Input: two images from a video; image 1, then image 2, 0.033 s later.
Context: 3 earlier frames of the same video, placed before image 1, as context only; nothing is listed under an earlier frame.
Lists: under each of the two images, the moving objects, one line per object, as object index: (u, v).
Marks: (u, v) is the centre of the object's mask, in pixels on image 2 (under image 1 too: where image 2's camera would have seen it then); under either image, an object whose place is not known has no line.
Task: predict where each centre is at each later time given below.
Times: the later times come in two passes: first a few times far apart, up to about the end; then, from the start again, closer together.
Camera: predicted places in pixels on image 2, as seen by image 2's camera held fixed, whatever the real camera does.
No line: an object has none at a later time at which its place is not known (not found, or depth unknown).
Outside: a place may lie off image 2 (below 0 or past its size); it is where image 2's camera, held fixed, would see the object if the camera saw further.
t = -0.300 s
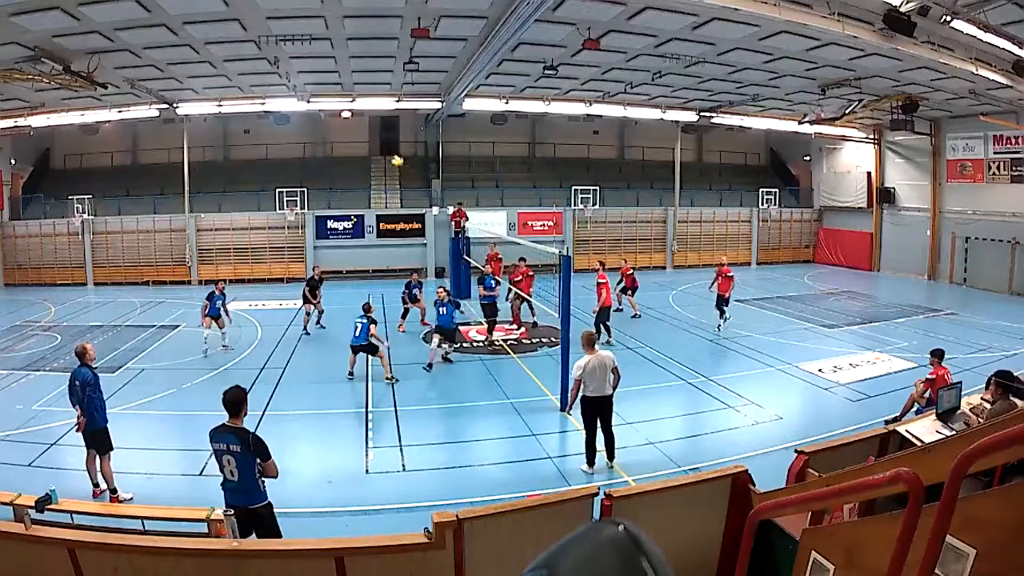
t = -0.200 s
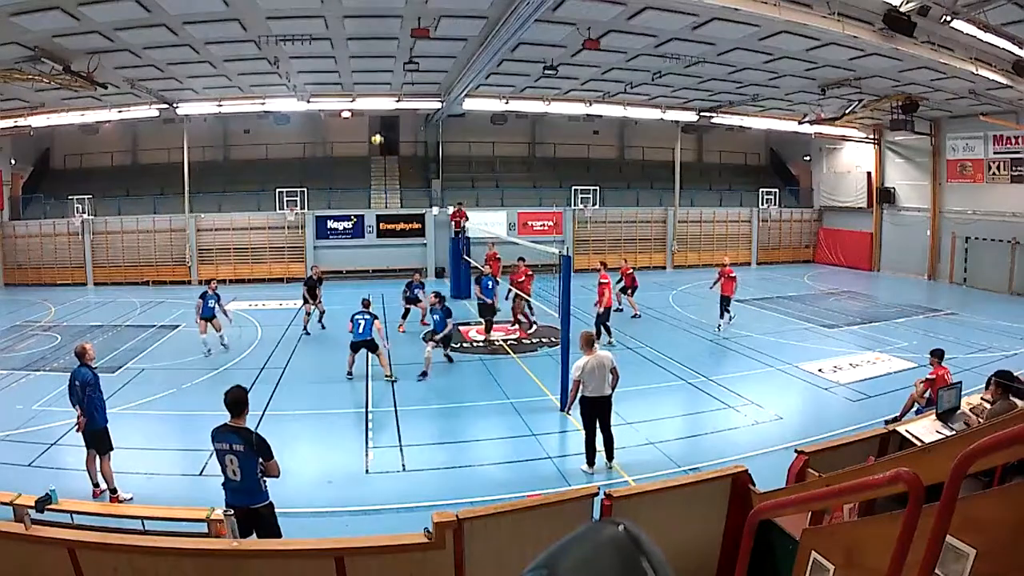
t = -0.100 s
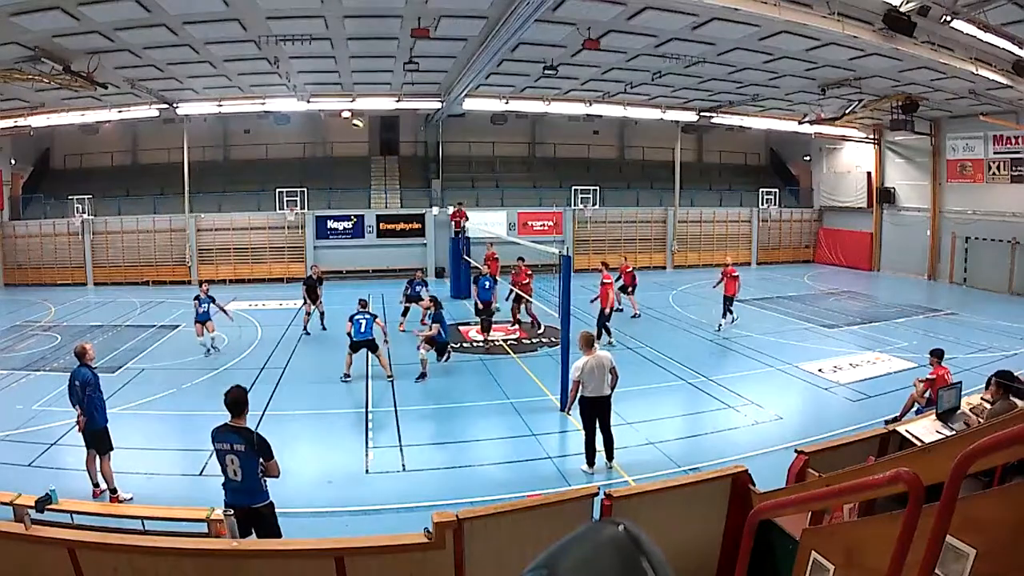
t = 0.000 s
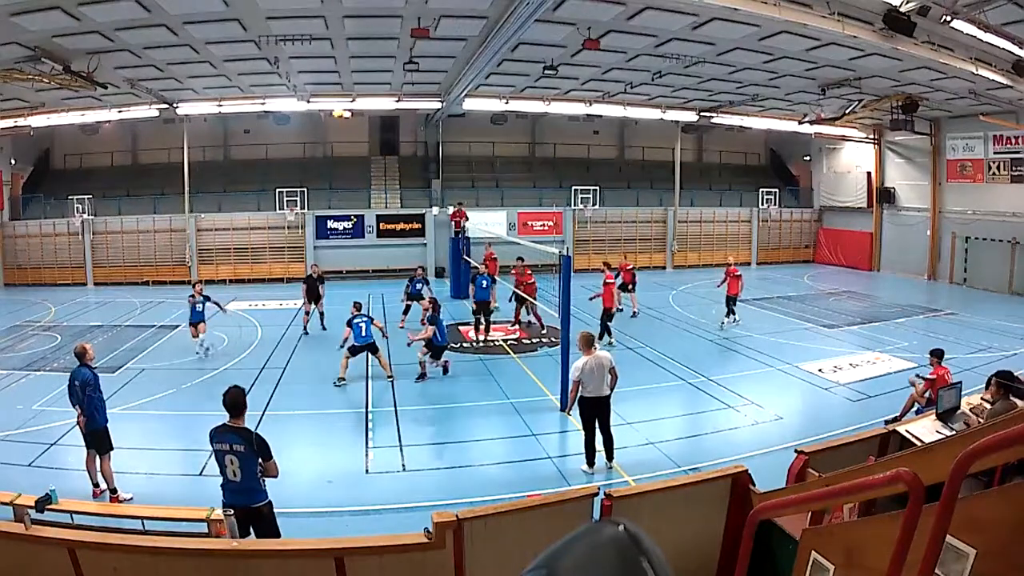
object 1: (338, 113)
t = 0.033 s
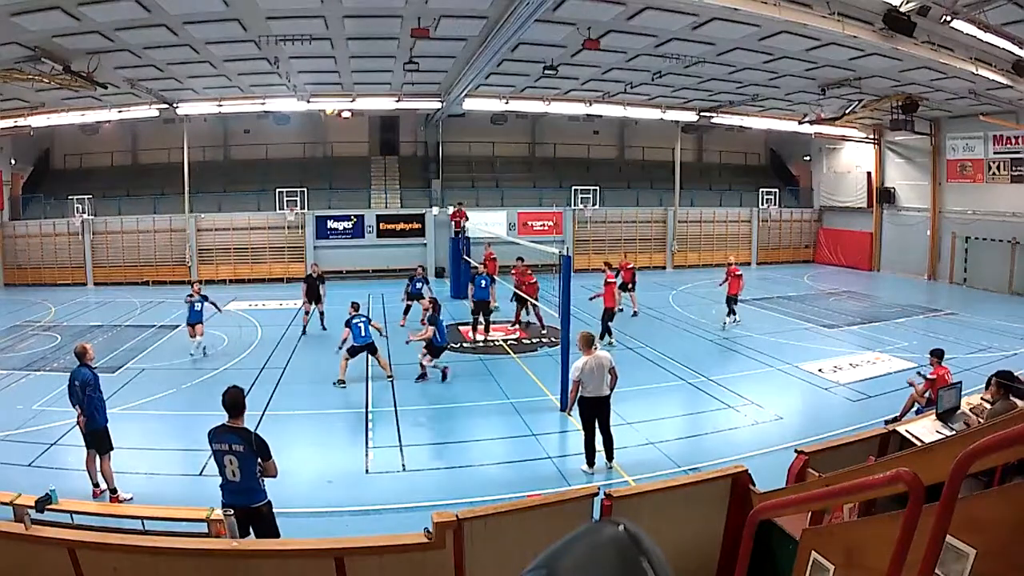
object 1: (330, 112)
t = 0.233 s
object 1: (292, 110)
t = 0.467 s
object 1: (247, 137)
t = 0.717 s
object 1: (202, 199)
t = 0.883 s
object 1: (176, 258)
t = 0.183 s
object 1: (302, 108)
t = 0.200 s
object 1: (299, 109)
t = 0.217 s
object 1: (298, 108)
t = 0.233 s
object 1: (292, 110)
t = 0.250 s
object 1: (289, 113)
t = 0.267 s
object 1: (286, 113)
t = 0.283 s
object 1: (282, 112)
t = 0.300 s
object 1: (278, 114)
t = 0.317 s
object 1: (275, 116)
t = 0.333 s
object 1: (272, 117)
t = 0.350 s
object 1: (268, 119)
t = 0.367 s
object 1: (266, 121)
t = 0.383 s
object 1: (263, 123)
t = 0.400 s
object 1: (259, 125)
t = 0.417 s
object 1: (256, 128)
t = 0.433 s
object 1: (252, 131)
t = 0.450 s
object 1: (250, 134)
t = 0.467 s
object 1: (247, 137)
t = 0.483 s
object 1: (244, 138)
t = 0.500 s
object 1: (240, 142)
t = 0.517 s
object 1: (237, 145)
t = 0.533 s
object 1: (233, 149)
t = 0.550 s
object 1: (231, 153)
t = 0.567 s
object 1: (227, 156)
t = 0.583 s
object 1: (224, 161)
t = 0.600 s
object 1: (222, 165)
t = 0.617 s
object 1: (219, 170)
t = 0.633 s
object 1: (215, 174)
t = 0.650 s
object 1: (213, 180)
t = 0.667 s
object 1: (211, 183)
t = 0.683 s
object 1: (207, 188)
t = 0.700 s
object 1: (204, 194)
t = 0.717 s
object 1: (202, 199)
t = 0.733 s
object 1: (199, 203)
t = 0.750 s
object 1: (196, 209)
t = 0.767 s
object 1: (194, 214)
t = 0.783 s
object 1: (191, 221)
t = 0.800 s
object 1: (189, 226)
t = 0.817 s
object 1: (186, 232)
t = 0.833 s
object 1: (184, 238)
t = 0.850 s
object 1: (182, 245)
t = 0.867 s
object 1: (179, 251)
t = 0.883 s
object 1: (176, 258)
